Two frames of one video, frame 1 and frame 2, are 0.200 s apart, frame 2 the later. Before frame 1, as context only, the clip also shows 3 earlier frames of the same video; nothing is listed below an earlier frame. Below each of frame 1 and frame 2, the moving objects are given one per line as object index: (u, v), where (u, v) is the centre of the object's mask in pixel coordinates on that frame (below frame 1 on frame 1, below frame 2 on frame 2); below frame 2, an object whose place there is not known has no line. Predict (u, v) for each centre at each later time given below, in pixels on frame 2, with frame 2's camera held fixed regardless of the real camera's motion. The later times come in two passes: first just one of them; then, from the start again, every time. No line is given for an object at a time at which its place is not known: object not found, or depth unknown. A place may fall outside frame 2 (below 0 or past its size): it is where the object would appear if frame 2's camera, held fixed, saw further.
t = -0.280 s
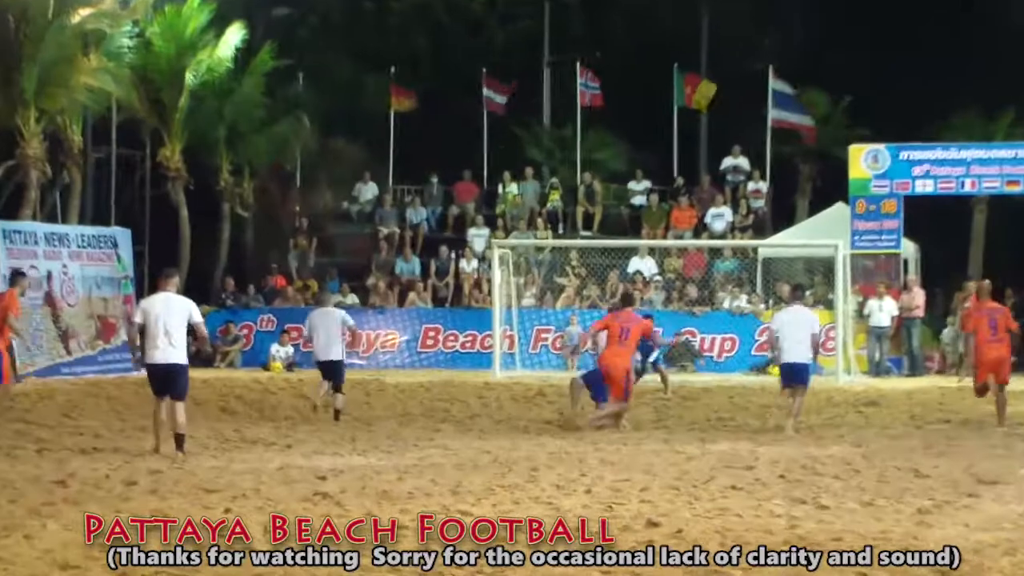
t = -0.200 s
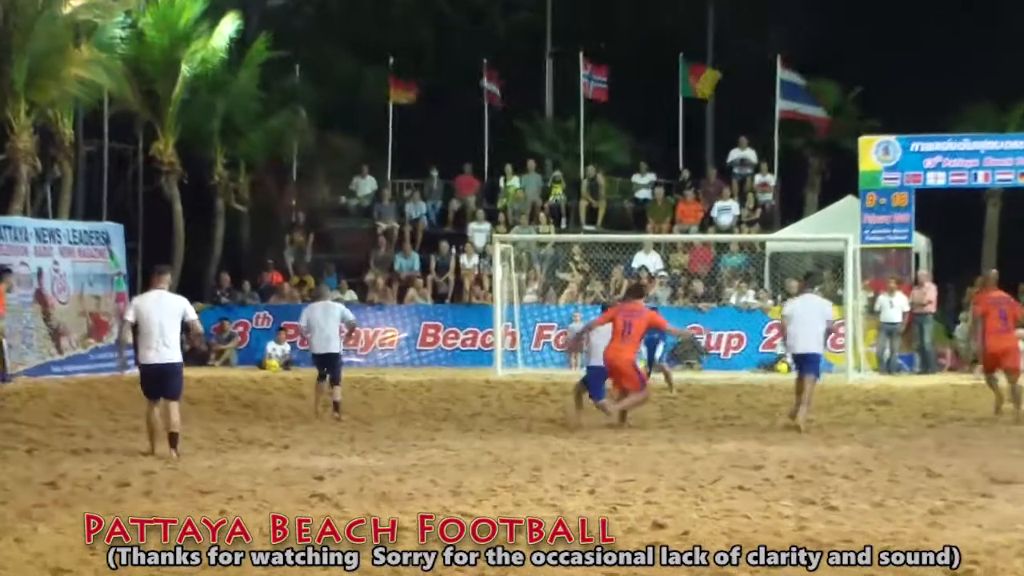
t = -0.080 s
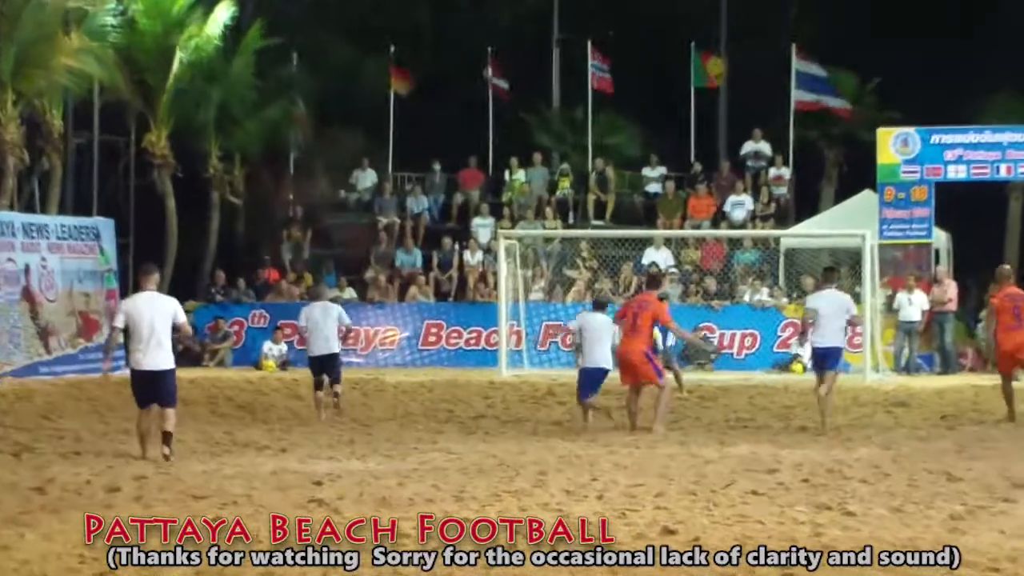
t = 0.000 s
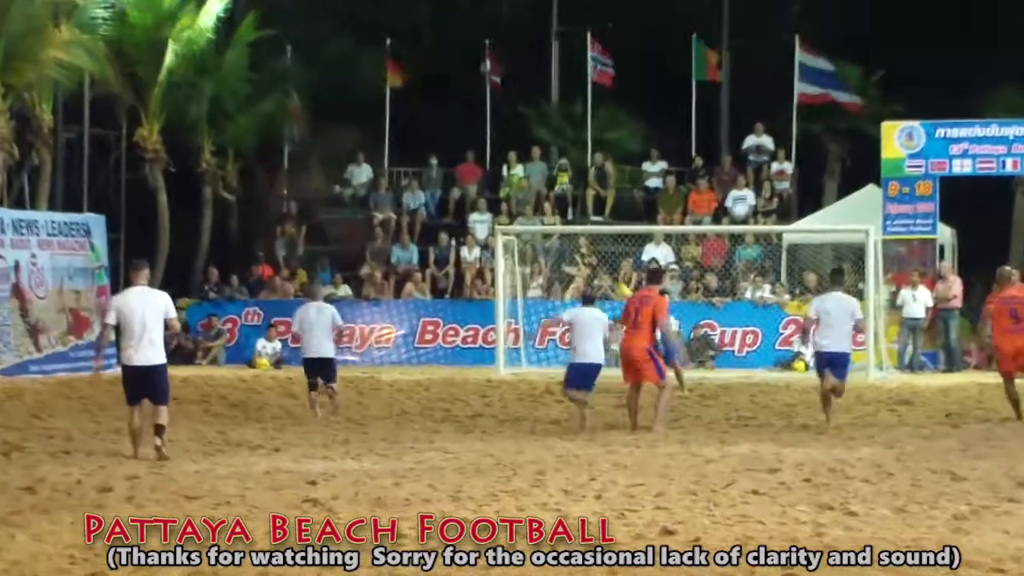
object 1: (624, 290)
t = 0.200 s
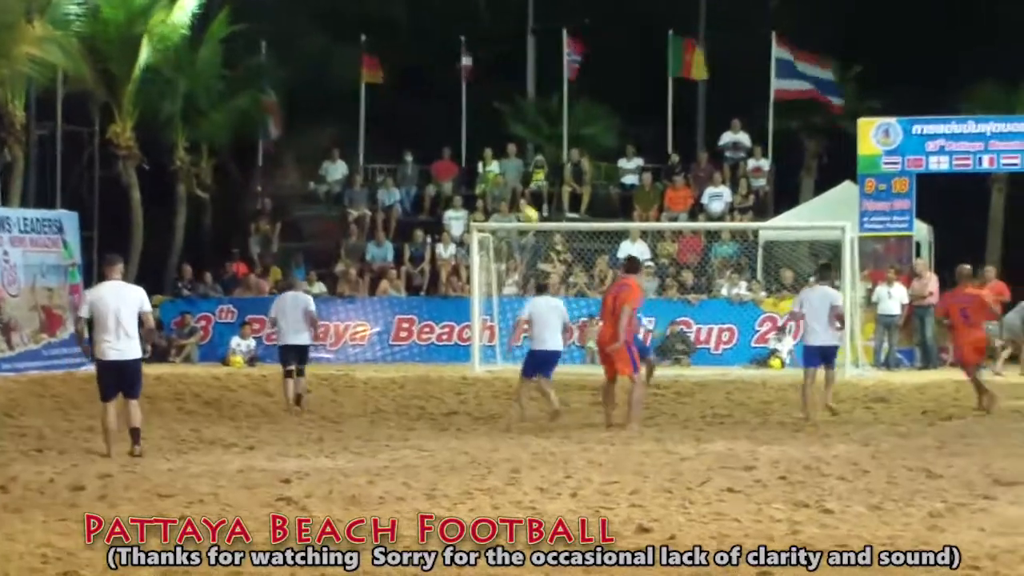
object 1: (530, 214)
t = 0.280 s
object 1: (502, 191)
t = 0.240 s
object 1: (516, 203)
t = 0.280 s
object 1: (502, 191)
